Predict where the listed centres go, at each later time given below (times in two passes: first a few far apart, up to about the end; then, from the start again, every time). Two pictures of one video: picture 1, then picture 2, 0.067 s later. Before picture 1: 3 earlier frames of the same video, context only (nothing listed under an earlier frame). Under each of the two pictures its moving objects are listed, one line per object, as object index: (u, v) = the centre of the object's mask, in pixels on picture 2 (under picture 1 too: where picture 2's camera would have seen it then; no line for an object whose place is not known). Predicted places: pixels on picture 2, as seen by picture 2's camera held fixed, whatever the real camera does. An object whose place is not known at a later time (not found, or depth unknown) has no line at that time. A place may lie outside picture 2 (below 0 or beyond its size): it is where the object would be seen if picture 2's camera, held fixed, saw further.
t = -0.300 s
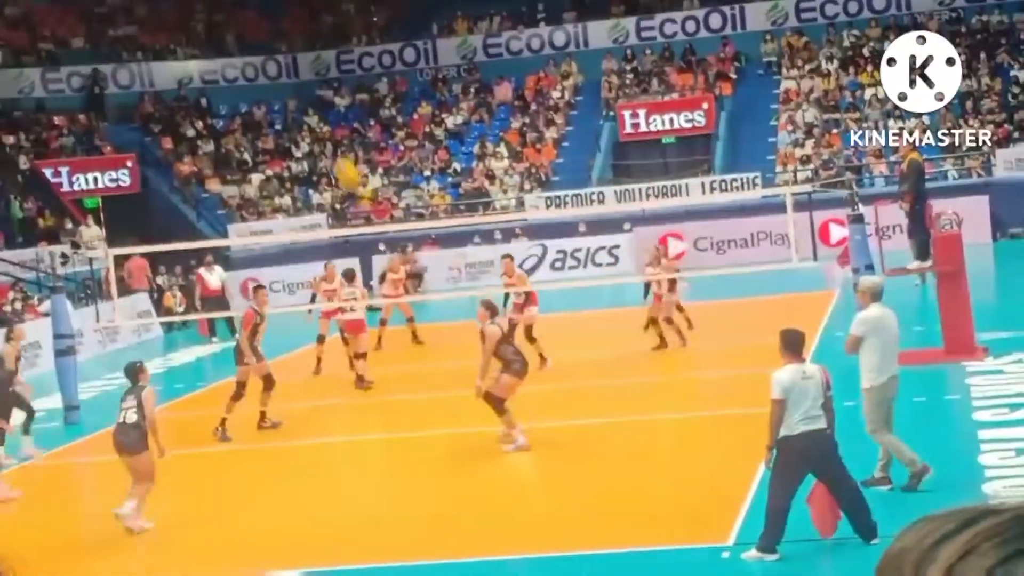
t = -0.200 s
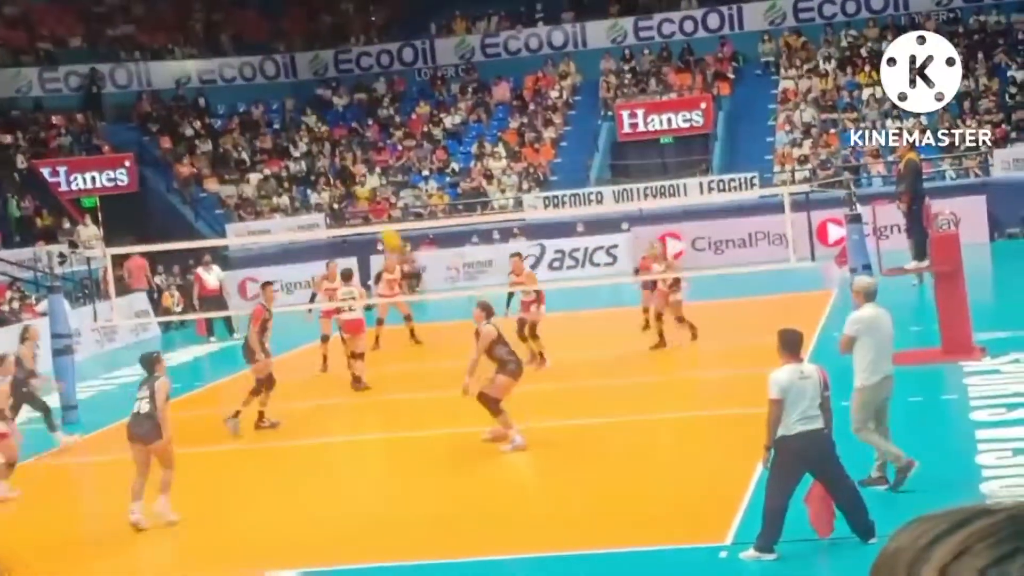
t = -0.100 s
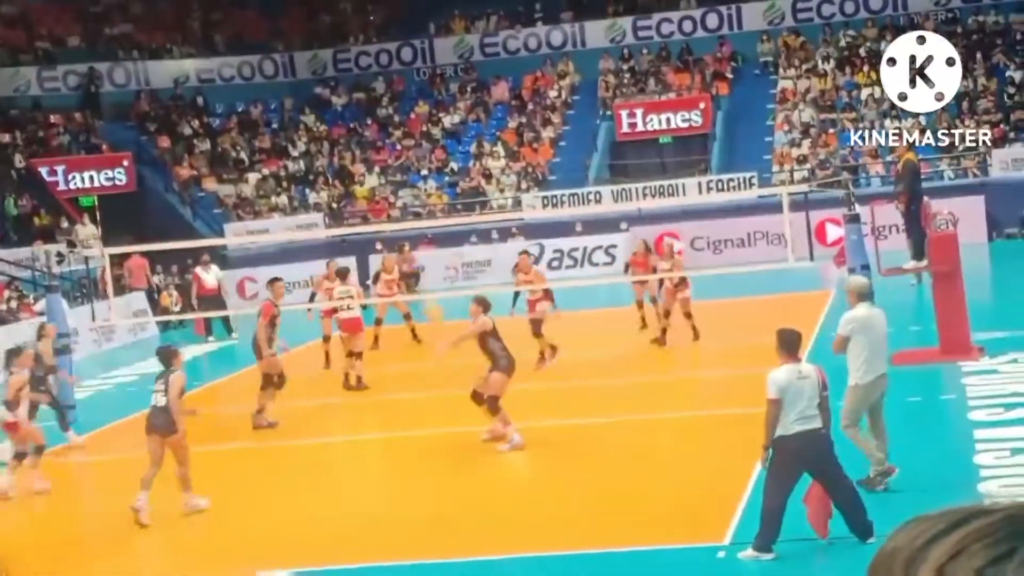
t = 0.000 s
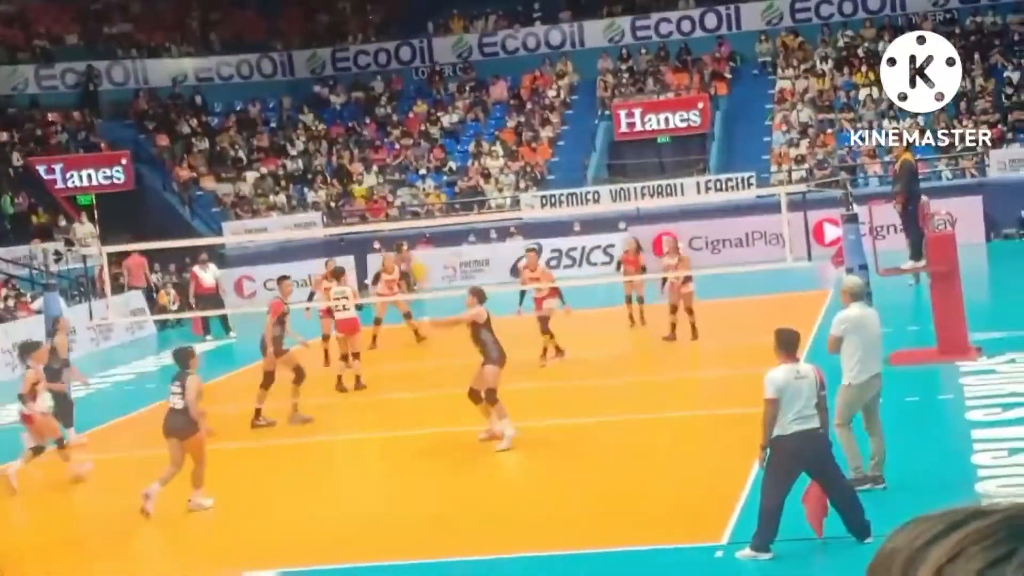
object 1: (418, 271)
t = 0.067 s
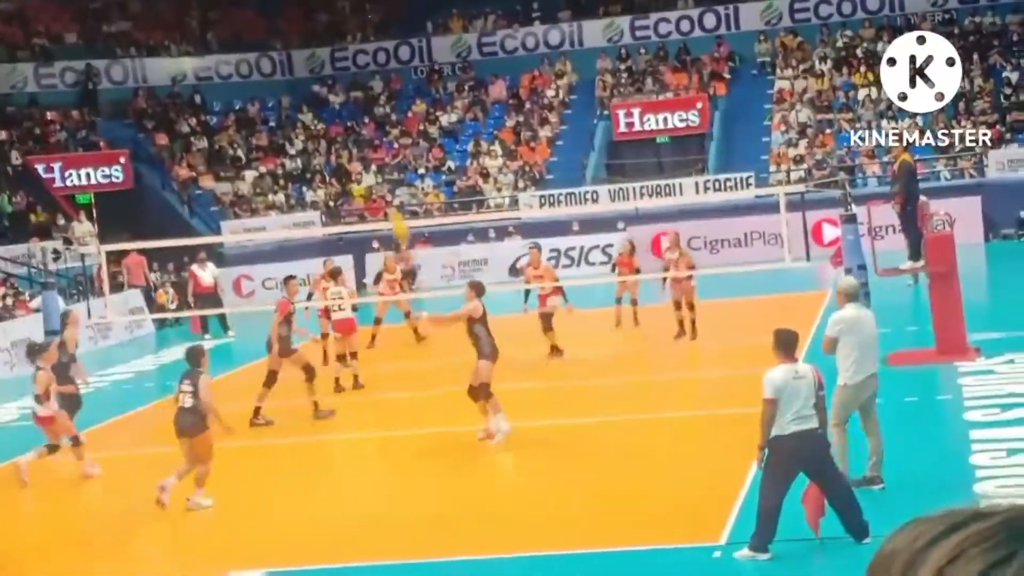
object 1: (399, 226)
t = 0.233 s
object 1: (360, 142)
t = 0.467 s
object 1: (315, 74)
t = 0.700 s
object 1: (283, 56)
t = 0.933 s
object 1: (262, 83)
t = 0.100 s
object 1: (391, 207)
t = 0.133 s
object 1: (384, 189)
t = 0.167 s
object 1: (376, 169)
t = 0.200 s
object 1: (368, 156)
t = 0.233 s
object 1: (360, 142)
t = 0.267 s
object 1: (354, 128)
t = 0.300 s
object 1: (346, 117)
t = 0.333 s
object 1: (340, 105)
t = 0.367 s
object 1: (333, 96)
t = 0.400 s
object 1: (327, 87)
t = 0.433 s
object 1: (321, 79)
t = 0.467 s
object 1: (315, 74)
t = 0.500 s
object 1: (310, 68)
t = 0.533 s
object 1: (305, 63)
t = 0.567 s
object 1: (301, 60)
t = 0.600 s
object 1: (296, 58)
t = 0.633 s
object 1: (291, 56)
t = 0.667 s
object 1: (287, 55)
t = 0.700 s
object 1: (283, 56)
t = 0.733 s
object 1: (280, 57)
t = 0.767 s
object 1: (277, 59)
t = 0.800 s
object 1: (273, 62)
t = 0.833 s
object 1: (270, 66)
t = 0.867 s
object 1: (267, 70)
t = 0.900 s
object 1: (265, 76)
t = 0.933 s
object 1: (262, 83)
